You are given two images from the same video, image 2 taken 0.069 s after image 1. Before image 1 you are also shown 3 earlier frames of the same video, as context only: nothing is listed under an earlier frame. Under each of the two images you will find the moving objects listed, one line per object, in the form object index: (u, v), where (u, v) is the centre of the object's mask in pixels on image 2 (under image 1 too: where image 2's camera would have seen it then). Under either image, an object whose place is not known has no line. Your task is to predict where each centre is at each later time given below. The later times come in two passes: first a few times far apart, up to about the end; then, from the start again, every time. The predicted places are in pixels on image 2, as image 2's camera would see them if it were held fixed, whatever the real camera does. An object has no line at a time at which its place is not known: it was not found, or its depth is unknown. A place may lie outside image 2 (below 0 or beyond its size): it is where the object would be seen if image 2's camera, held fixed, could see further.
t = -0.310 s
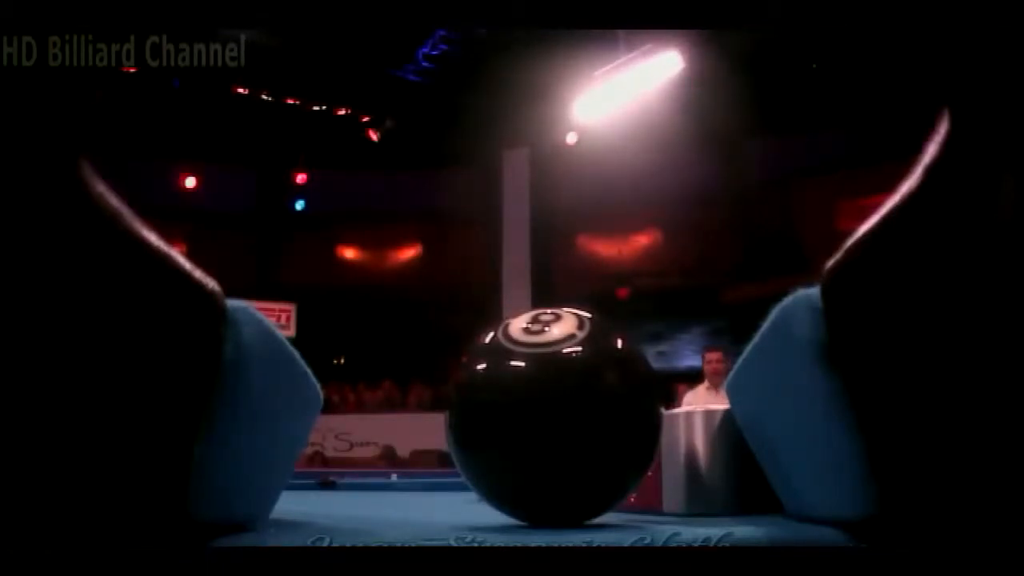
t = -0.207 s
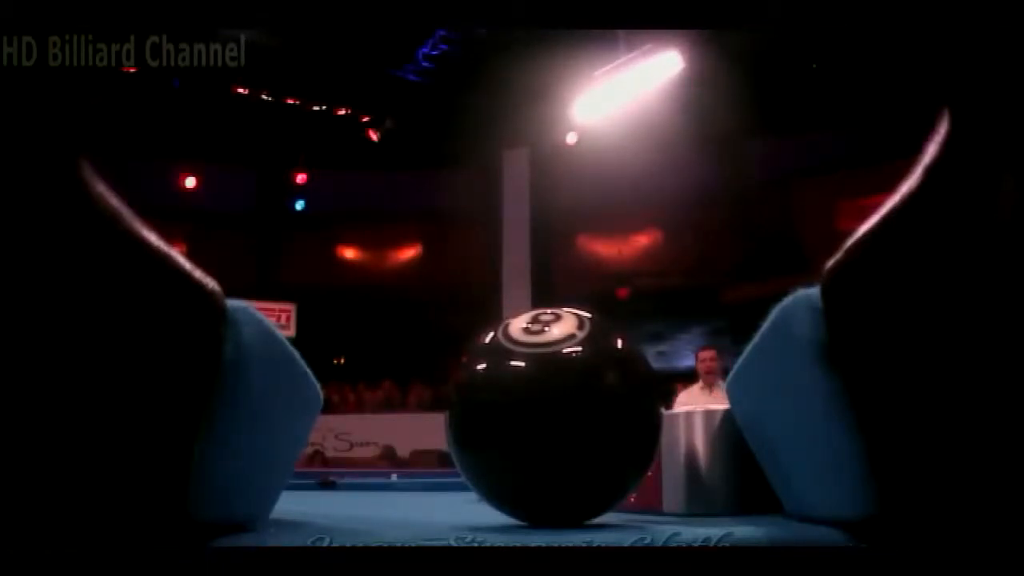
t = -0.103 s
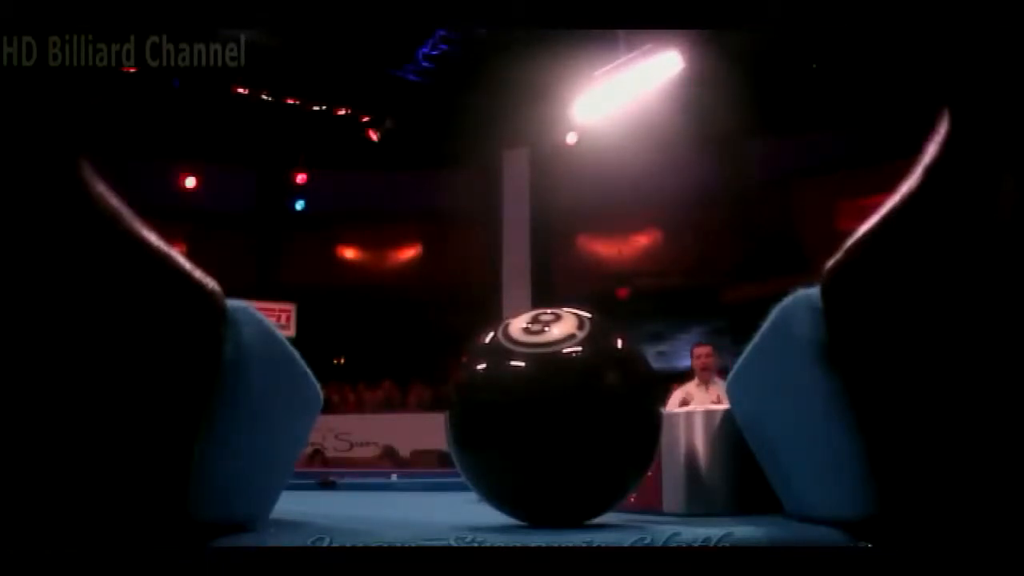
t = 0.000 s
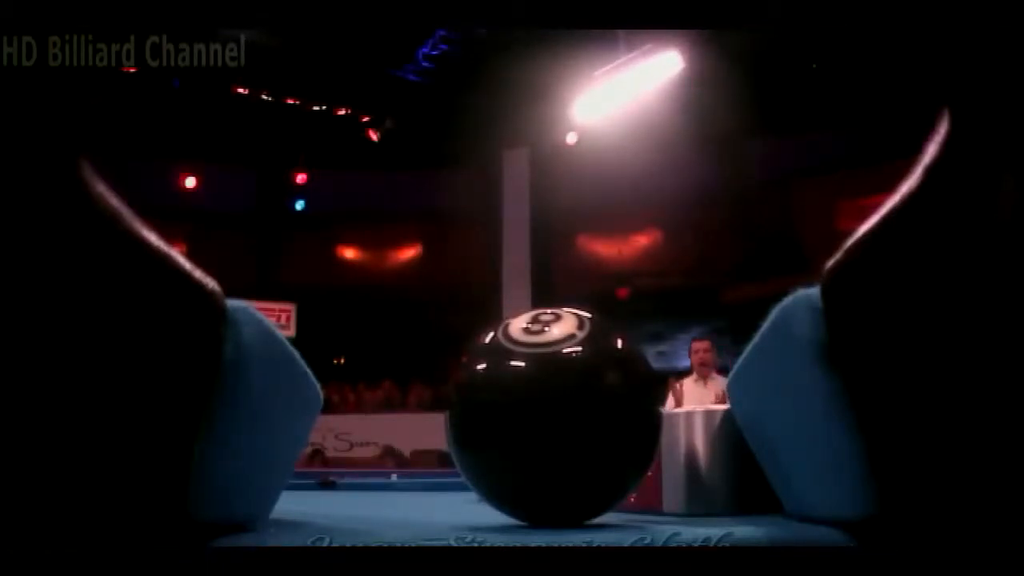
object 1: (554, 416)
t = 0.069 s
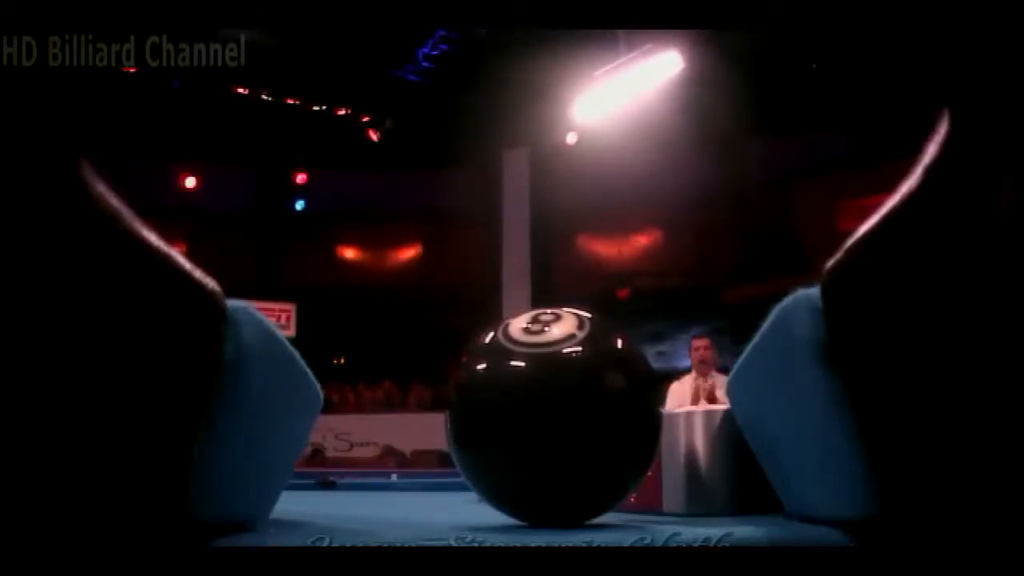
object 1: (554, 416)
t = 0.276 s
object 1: (554, 416)
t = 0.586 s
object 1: (554, 416)
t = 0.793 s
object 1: (633, 429)
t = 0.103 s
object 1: (554, 416)
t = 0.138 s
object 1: (554, 416)
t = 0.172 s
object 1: (554, 416)
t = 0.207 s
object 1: (554, 416)
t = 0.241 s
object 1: (554, 416)
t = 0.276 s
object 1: (554, 416)
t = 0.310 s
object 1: (554, 416)
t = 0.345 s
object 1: (554, 416)
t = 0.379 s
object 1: (554, 416)
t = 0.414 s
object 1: (554, 416)
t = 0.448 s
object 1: (554, 416)
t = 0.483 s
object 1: (554, 416)
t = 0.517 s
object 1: (554, 416)
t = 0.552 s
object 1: (554, 416)
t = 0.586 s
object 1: (554, 416)
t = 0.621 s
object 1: (554, 416)
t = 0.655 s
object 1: (570, 411)
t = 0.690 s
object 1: (613, 404)
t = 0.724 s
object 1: (639, 402)
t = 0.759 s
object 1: (637, 407)
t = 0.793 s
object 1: (633, 429)
